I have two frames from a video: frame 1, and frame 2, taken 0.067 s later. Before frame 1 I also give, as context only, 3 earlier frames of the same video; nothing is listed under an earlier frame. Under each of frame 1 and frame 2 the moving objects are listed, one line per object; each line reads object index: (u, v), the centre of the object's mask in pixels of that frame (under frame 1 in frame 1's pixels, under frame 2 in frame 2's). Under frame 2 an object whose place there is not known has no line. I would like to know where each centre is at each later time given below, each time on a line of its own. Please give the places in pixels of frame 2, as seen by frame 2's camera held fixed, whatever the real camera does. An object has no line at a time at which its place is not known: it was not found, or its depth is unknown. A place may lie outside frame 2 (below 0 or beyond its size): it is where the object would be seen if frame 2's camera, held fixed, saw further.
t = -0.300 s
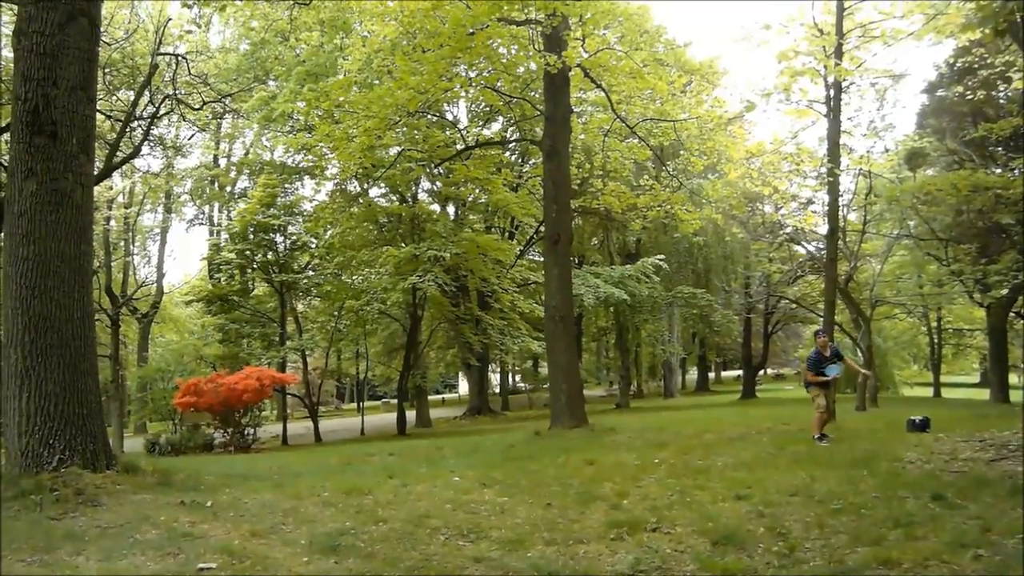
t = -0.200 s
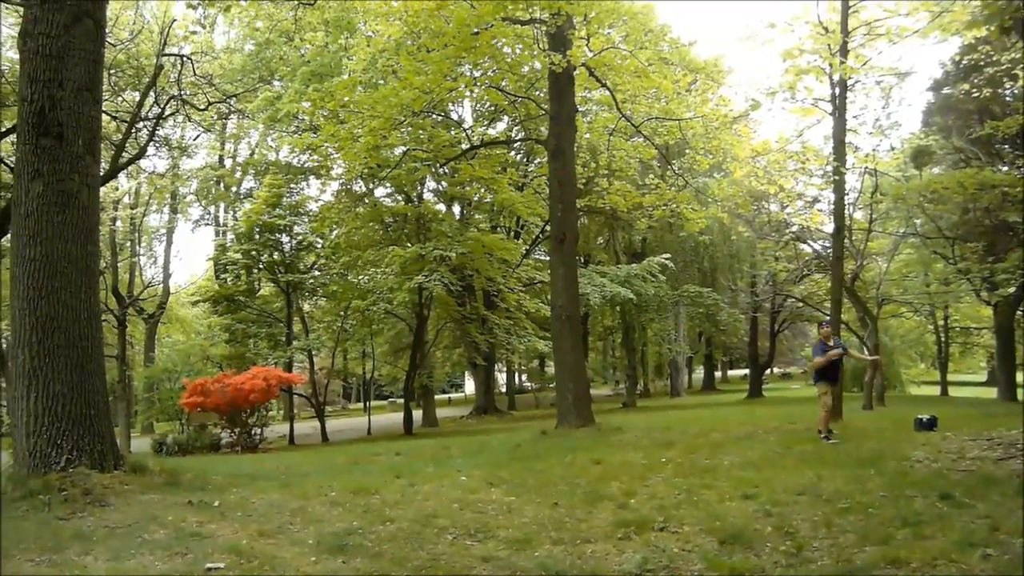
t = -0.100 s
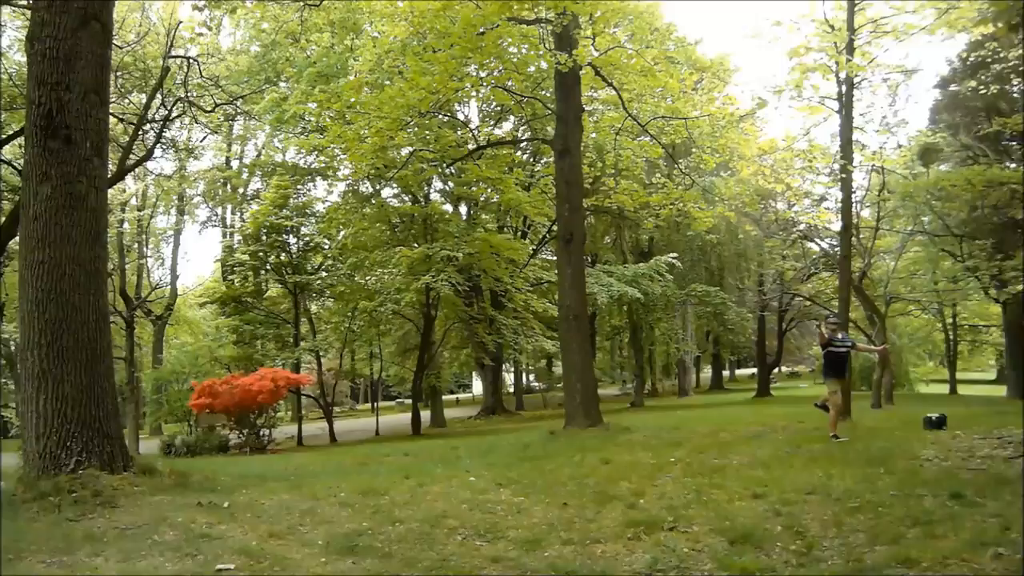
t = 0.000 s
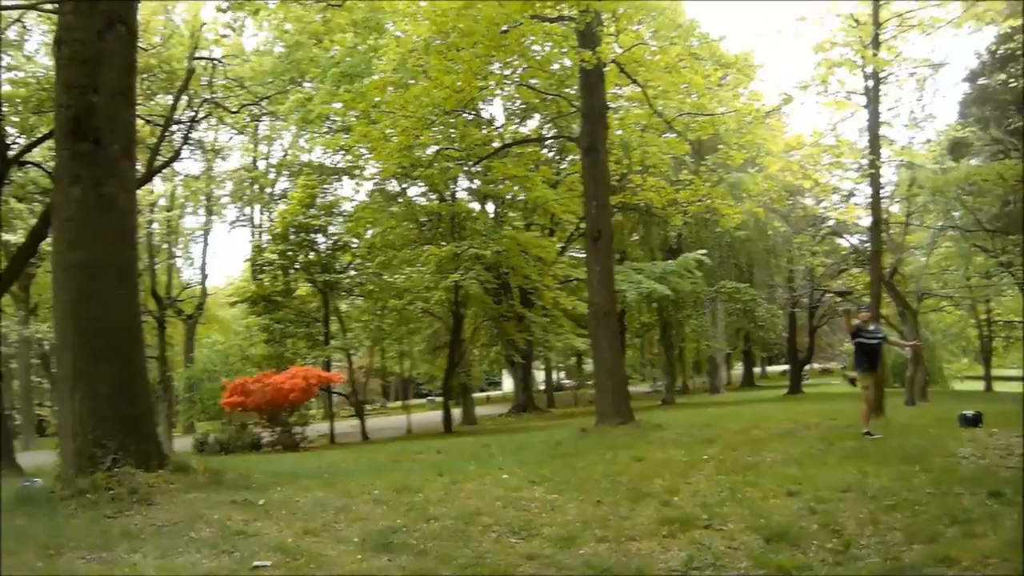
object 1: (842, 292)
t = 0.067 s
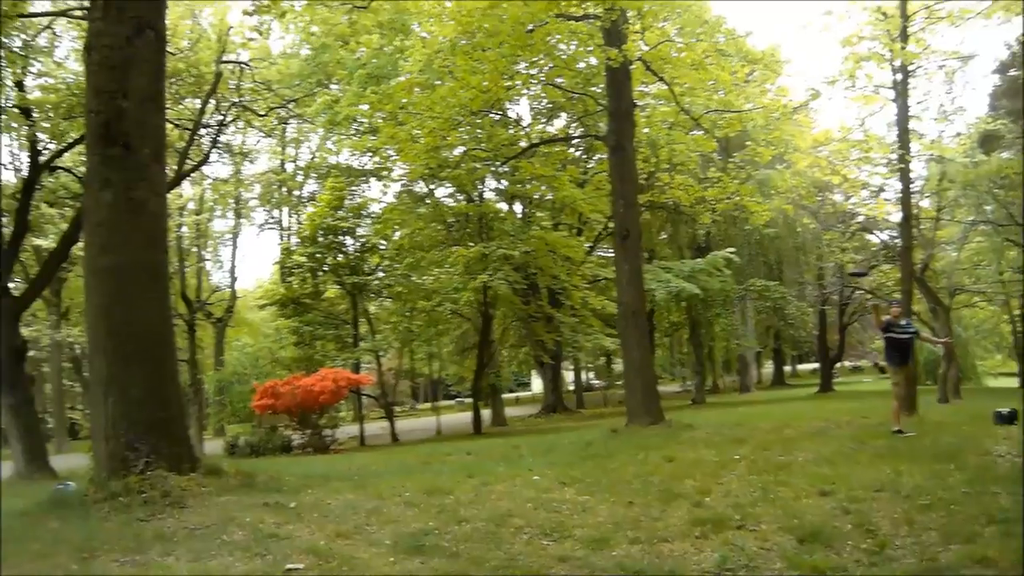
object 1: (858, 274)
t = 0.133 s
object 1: (841, 261)
